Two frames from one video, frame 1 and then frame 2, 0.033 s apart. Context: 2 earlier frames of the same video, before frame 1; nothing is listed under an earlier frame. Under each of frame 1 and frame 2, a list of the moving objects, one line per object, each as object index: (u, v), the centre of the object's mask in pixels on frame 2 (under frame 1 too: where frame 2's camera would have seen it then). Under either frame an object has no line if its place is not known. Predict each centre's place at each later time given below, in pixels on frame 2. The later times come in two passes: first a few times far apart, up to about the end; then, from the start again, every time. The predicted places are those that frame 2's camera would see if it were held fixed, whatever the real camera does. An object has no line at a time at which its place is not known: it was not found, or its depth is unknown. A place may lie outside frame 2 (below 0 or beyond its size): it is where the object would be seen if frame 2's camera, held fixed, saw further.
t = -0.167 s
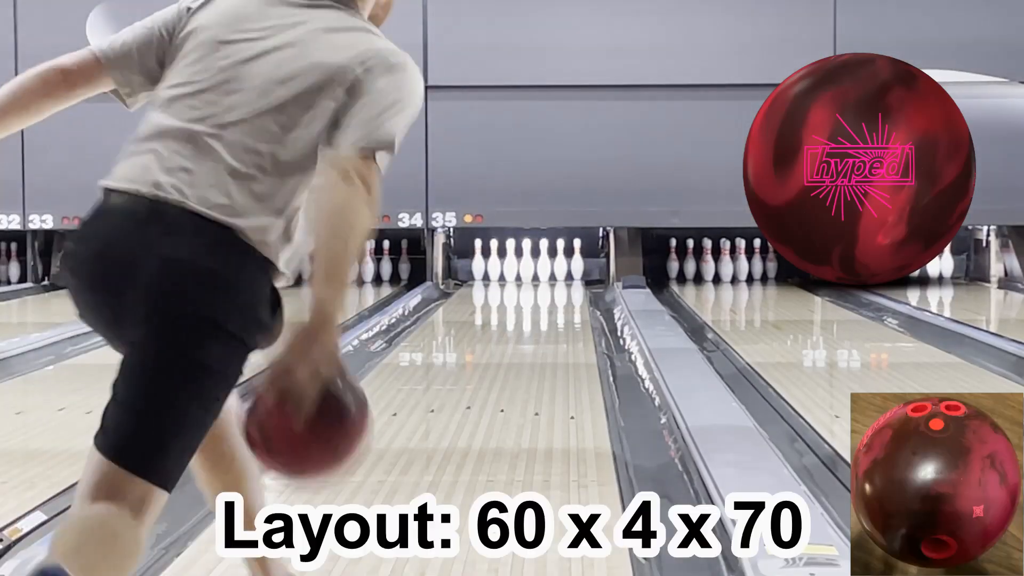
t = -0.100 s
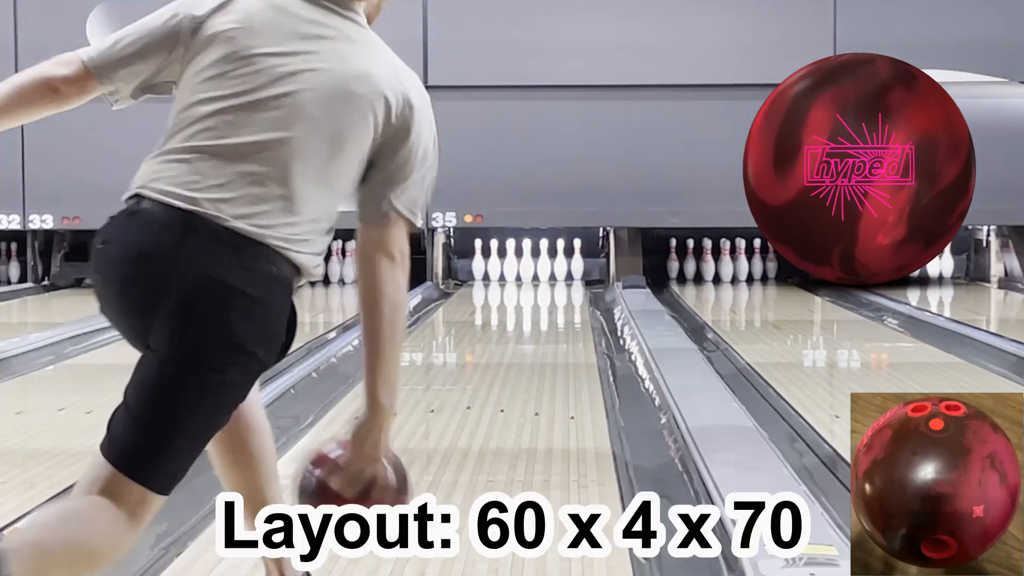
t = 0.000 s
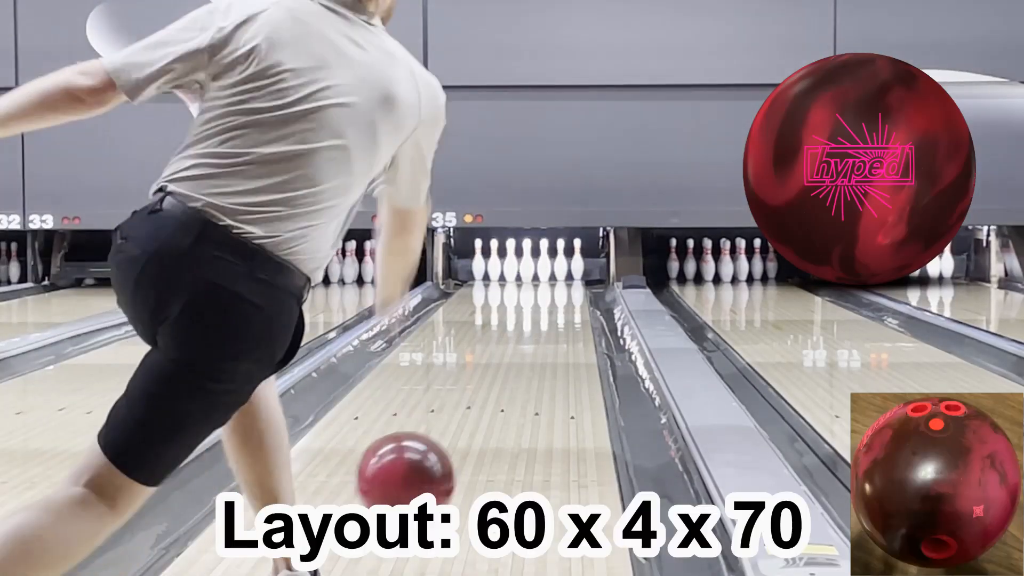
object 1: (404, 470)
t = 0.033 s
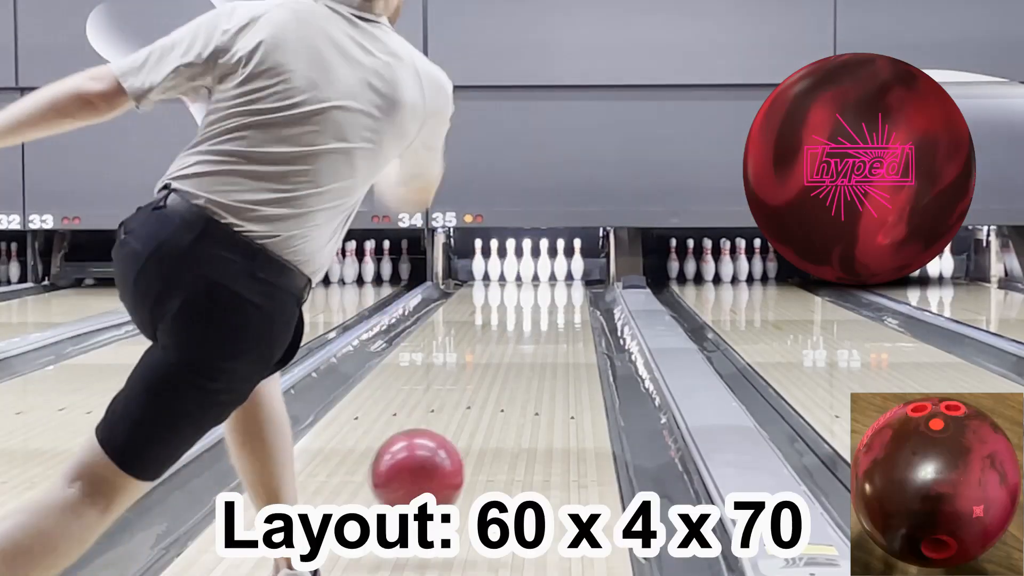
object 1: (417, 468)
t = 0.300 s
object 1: (481, 427)
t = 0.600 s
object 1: (519, 371)
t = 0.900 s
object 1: (540, 336)
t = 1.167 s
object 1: (549, 316)
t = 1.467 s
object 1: (554, 299)
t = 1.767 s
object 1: (553, 286)
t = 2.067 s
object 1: (542, 276)
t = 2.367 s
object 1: (533, 270)
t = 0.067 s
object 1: (428, 469)
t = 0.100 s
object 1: (439, 472)
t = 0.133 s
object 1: (448, 471)
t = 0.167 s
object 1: (455, 464)
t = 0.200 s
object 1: (462, 454)
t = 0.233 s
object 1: (469, 445)
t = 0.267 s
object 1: (476, 435)
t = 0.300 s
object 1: (481, 427)
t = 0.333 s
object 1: (487, 420)
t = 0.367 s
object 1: (492, 412)
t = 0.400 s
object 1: (497, 406)
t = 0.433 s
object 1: (501, 399)
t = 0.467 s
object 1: (505, 393)
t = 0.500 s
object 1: (509, 387)
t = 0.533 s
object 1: (513, 381)
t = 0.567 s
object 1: (516, 376)
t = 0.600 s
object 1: (519, 371)
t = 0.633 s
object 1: (522, 366)
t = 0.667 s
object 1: (525, 362)
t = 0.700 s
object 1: (528, 358)
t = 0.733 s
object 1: (530, 354)
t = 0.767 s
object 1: (532, 350)
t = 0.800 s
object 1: (534, 347)
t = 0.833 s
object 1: (536, 343)
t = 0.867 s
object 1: (538, 340)
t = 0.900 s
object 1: (540, 336)
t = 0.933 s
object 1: (541, 333)
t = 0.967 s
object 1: (543, 331)
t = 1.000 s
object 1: (544, 328)
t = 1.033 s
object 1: (545, 325)
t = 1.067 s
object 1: (547, 323)
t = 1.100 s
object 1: (548, 320)
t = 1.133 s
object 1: (549, 318)
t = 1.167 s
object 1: (549, 316)
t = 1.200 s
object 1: (550, 314)
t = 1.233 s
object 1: (551, 312)
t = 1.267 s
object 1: (552, 309)
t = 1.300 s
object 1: (552, 308)
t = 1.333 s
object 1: (553, 306)
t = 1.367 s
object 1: (553, 304)
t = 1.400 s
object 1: (554, 302)
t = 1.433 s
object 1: (554, 300)
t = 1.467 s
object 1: (554, 299)
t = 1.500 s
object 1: (555, 297)
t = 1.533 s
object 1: (555, 296)
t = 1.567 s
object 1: (555, 294)
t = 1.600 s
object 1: (554, 293)
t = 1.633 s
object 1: (554, 291)
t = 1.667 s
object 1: (554, 290)
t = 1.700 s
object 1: (554, 288)
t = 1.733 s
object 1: (553, 287)
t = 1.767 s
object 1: (553, 286)
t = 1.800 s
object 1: (552, 285)
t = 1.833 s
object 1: (551, 283)
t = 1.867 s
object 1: (550, 282)
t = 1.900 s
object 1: (548, 281)
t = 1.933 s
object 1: (547, 280)
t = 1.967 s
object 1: (546, 279)
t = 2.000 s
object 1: (545, 278)
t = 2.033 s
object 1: (544, 277)
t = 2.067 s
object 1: (542, 276)
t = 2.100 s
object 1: (541, 275)
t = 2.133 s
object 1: (539, 274)
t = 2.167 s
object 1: (537, 273)
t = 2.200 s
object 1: (535, 273)
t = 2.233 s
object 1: (534, 272)
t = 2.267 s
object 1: (534, 271)
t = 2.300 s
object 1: (533, 271)
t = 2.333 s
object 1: (533, 270)
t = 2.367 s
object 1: (533, 270)
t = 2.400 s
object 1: (532, 270)
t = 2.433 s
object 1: (532, 270)
